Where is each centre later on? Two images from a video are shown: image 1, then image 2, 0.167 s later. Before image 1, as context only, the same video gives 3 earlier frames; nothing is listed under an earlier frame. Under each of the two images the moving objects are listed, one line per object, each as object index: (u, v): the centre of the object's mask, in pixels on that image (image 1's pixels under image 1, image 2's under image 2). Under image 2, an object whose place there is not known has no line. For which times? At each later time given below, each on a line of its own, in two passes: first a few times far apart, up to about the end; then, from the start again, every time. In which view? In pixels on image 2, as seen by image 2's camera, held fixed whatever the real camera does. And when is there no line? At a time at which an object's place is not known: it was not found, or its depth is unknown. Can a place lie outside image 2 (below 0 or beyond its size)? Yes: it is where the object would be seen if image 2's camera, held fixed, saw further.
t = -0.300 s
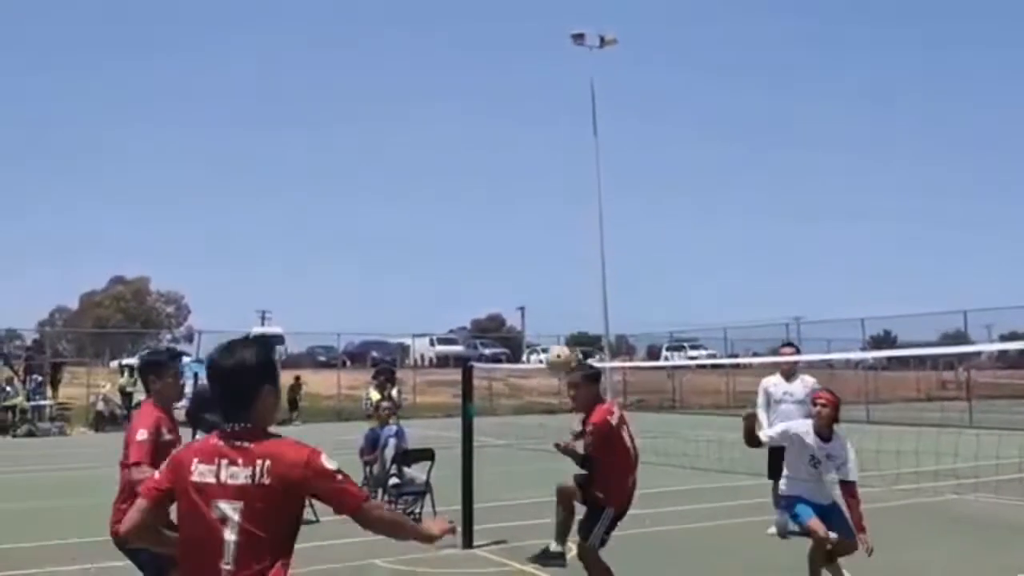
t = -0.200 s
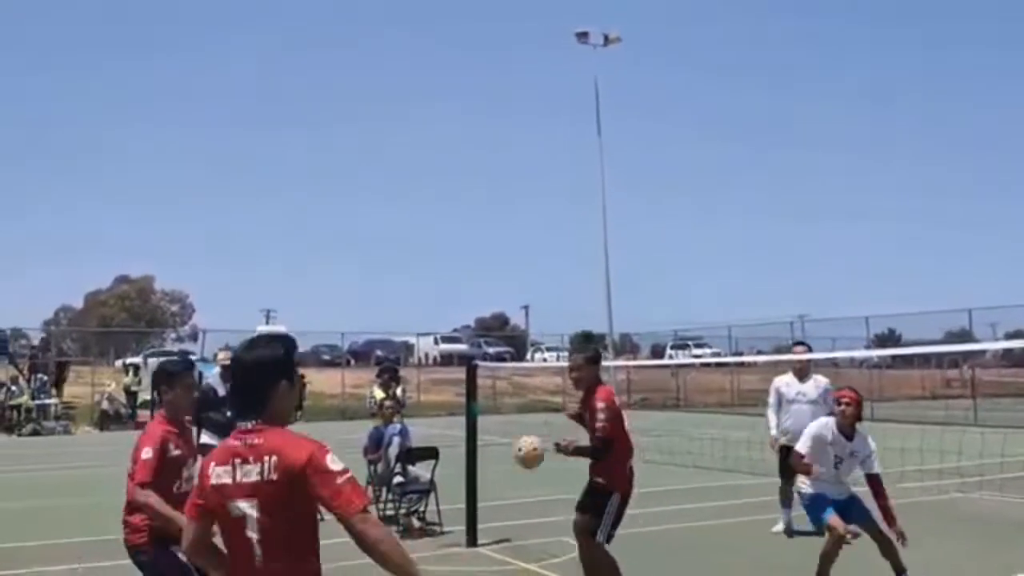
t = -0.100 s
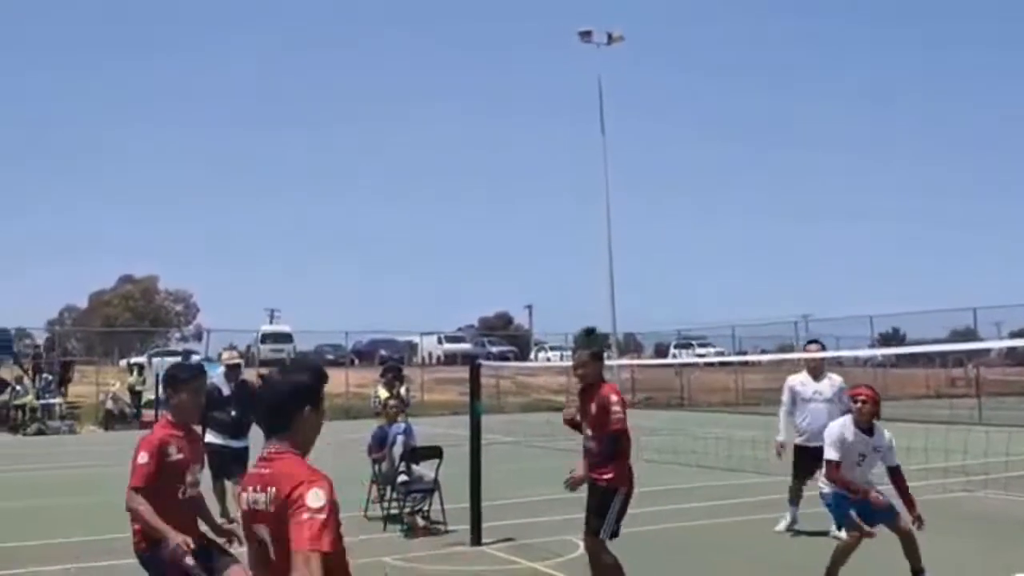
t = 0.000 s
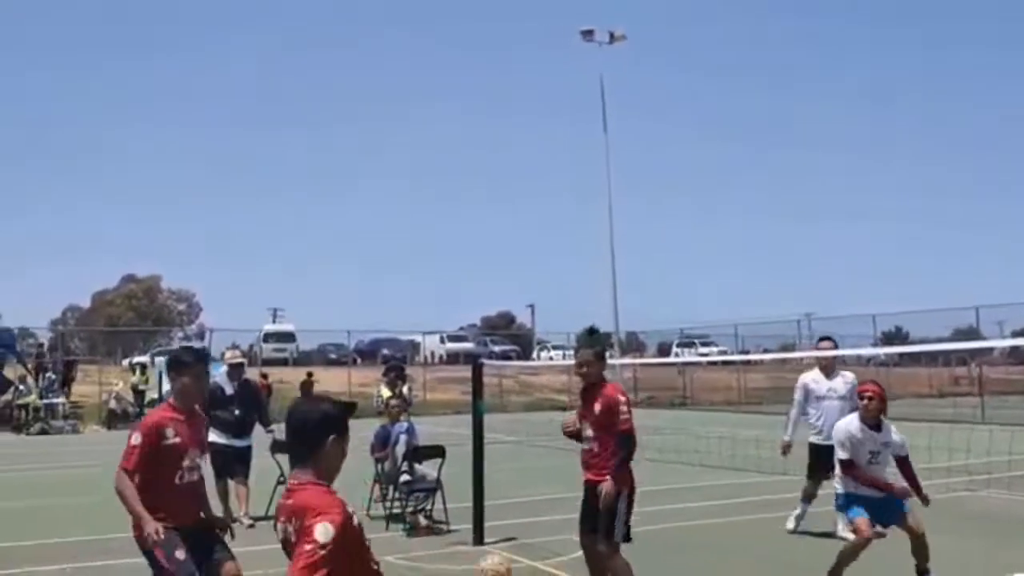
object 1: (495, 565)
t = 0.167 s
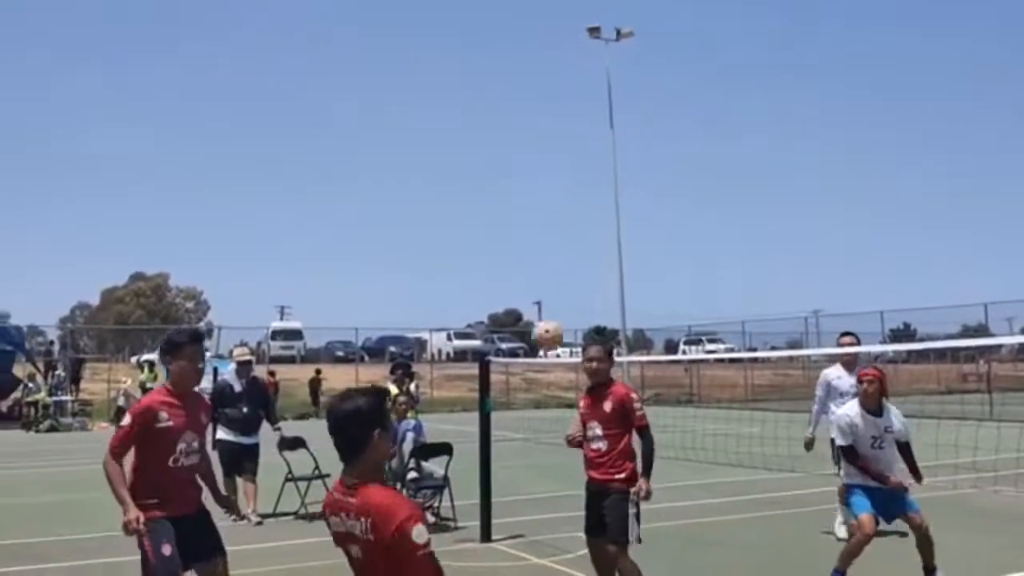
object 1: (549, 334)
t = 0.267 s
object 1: (572, 240)
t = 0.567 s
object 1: (638, 100)
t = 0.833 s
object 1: (691, 134)
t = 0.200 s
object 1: (556, 301)
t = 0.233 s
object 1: (564, 269)
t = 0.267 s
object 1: (572, 240)
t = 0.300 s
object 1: (579, 214)
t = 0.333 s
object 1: (588, 190)
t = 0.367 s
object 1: (595, 170)
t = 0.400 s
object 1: (602, 152)
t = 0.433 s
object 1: (610, 137)
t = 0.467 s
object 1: (617, 124)
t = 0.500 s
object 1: (625, 114)
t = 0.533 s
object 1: (631, 105)
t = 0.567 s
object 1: (638, 100)
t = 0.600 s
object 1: (645, 97)
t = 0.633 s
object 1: (651, 95)
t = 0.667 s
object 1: (658, 96)
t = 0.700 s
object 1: (665, 99)
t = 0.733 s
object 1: (672, 105)
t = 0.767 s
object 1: (678, 112)
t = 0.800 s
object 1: (685, 122)
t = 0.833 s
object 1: (691, 134)
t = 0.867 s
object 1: (698, 146)
